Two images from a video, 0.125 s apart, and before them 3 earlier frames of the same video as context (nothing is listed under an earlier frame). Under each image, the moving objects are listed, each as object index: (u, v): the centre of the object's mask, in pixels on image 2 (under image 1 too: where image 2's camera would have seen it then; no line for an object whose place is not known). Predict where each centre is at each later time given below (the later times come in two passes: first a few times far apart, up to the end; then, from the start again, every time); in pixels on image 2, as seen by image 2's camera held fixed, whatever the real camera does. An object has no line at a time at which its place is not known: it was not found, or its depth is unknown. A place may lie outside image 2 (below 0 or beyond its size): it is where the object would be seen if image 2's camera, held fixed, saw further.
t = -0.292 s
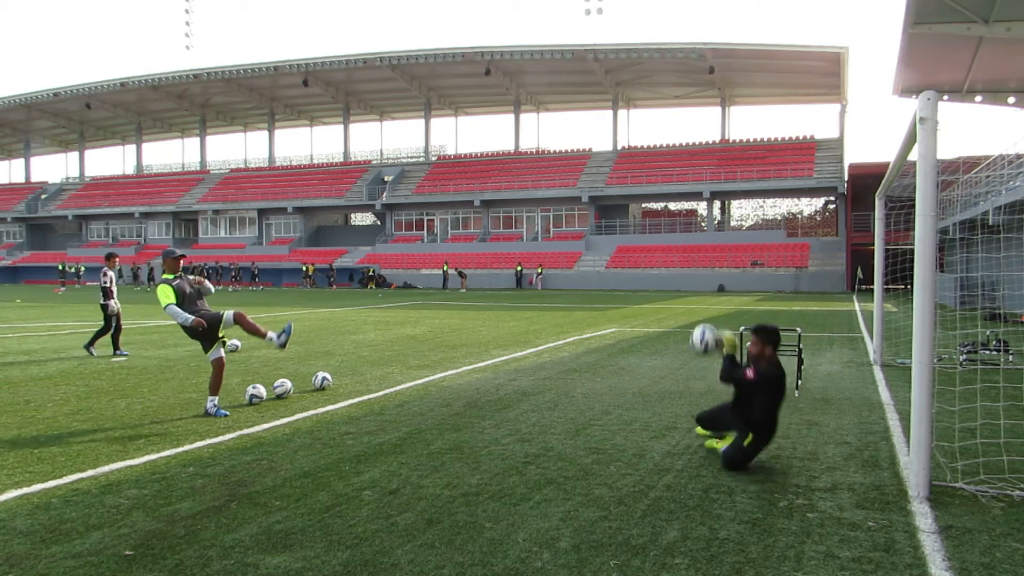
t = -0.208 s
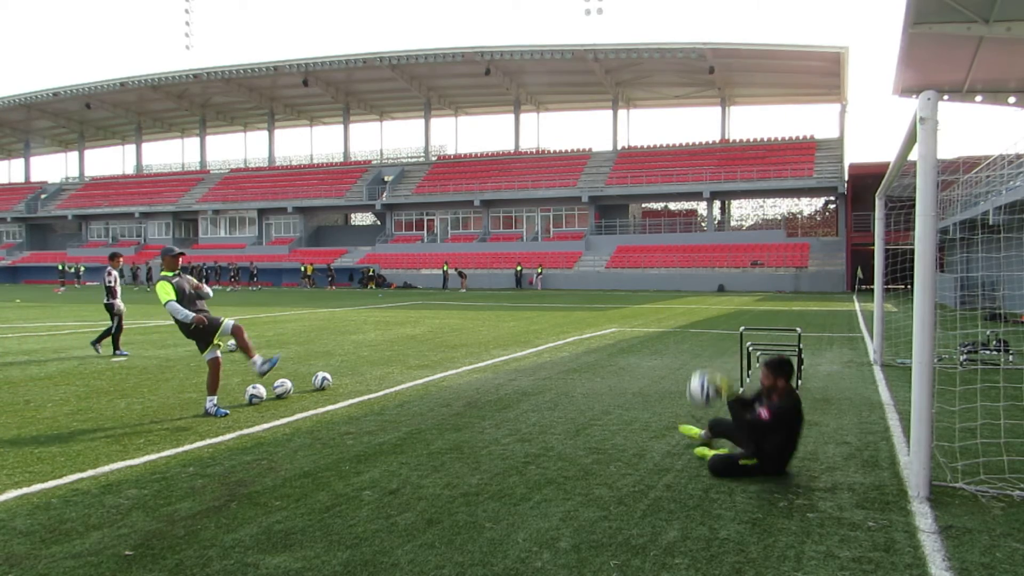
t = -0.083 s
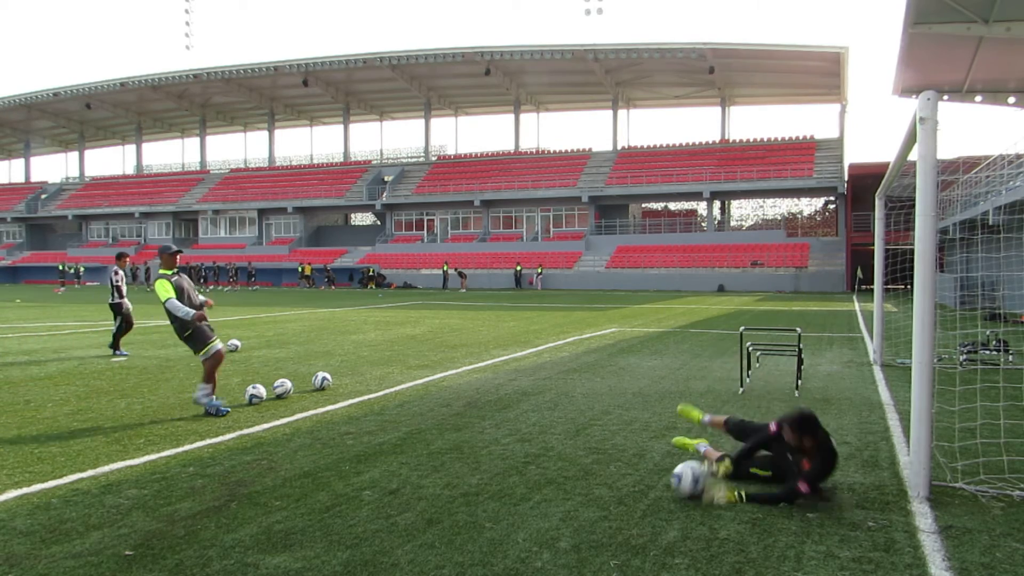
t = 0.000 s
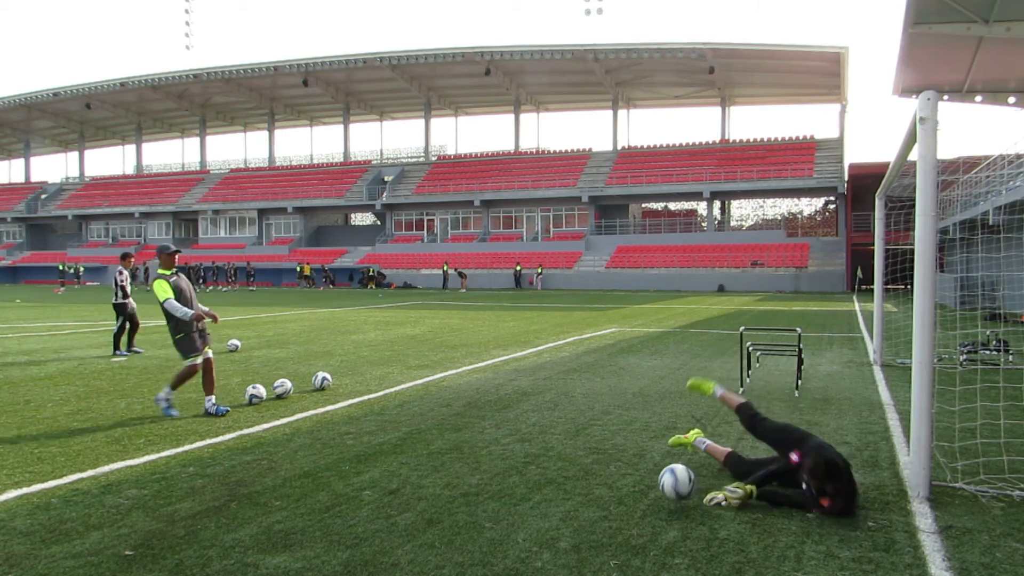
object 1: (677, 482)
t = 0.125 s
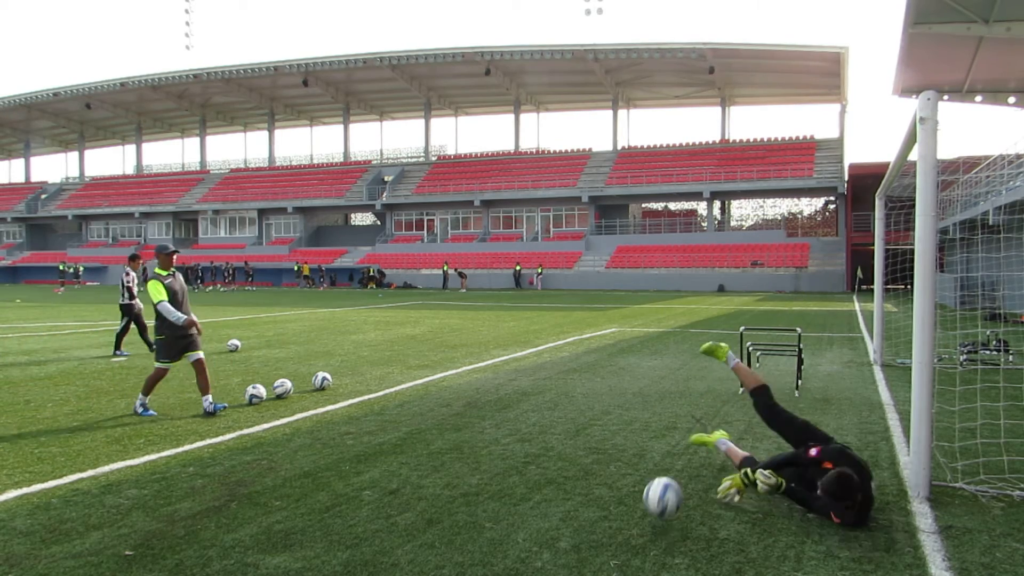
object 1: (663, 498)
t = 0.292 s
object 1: (645, 532)
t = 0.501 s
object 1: (624, 565)
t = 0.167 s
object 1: (657, 510)
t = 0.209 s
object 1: (652, 521)
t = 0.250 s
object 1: (649, 525)
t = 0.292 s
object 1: (645, 532)
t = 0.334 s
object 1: (642, 544)
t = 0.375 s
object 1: (638, 551)
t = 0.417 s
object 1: (634, 556)
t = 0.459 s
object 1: (629, 561)
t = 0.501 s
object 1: (624, 565)
